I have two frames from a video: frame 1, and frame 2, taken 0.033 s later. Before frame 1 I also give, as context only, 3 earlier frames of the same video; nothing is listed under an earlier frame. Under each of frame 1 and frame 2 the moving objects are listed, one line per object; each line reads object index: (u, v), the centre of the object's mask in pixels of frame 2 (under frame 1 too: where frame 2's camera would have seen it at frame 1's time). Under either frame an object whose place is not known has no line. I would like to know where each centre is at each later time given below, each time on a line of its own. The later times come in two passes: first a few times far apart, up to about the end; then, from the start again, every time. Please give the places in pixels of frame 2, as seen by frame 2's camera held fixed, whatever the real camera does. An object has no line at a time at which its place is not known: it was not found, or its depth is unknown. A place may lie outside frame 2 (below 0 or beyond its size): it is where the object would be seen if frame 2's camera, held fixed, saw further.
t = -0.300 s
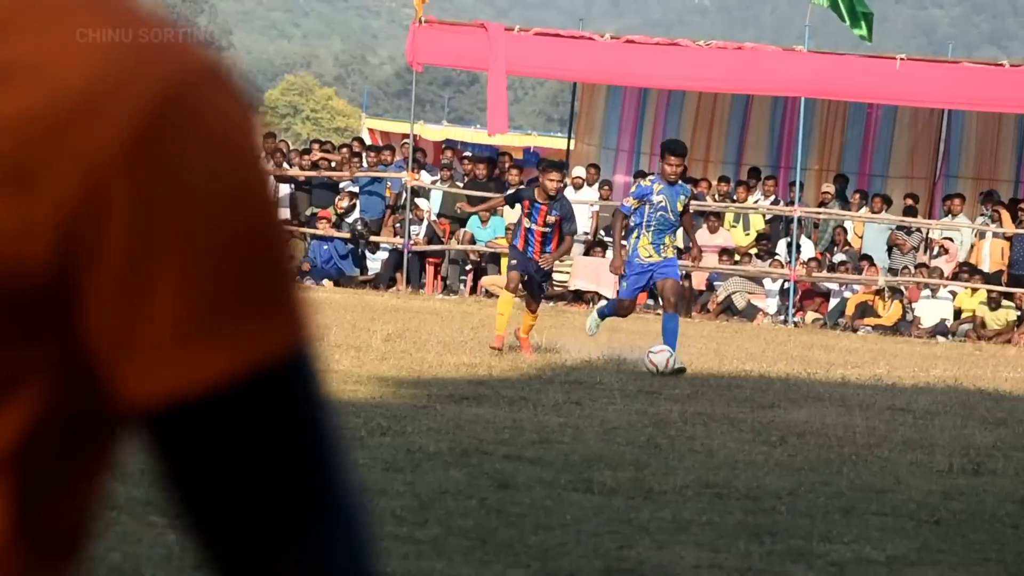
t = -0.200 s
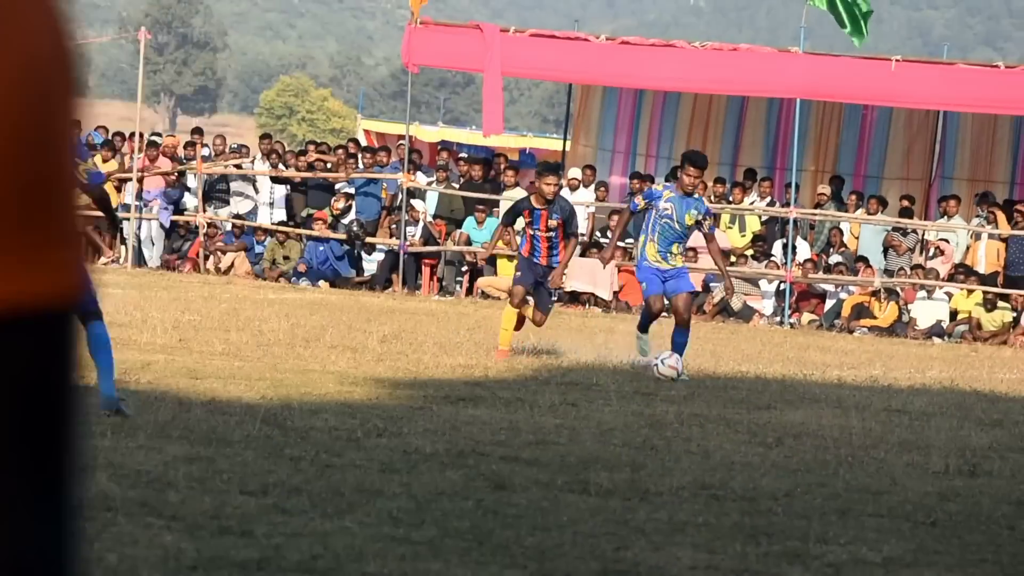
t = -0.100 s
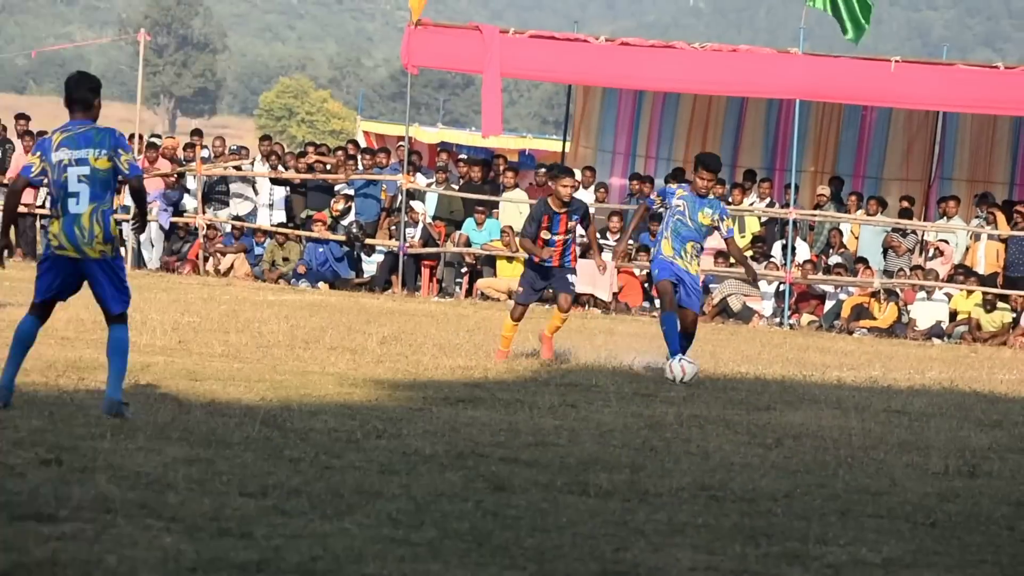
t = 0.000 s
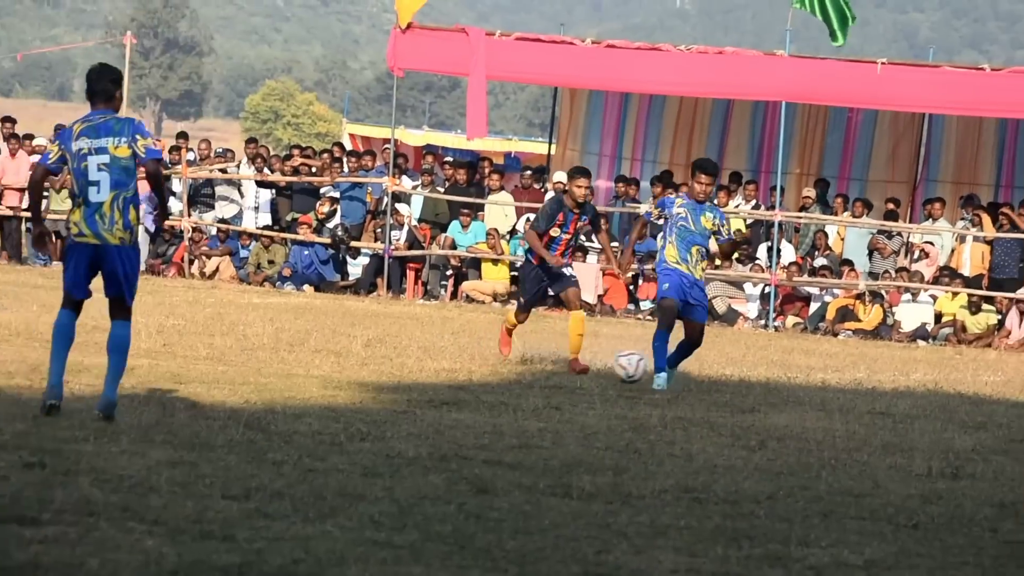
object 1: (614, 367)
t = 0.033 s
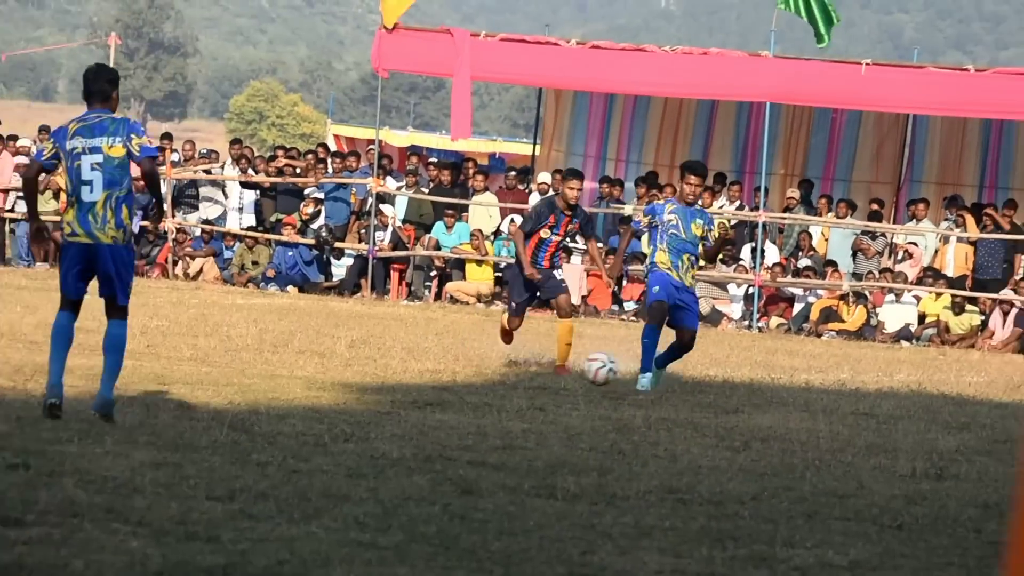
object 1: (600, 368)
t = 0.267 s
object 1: (497, 382)
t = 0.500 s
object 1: (403, 369)
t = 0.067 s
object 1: (586, 370)
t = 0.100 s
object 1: (570, 375)
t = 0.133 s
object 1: (554, 381)
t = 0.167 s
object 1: (540, 383)
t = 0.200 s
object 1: (526, 380)
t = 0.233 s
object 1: (512, 380)
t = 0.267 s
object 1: (497, 382)
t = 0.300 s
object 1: (481, 385)
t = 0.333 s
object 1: (467, 384)
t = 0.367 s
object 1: (455, 378)
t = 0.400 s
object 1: (442, 372)
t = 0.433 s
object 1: (430, 369)
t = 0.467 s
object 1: (416, 368)
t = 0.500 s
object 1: (403, 369)
